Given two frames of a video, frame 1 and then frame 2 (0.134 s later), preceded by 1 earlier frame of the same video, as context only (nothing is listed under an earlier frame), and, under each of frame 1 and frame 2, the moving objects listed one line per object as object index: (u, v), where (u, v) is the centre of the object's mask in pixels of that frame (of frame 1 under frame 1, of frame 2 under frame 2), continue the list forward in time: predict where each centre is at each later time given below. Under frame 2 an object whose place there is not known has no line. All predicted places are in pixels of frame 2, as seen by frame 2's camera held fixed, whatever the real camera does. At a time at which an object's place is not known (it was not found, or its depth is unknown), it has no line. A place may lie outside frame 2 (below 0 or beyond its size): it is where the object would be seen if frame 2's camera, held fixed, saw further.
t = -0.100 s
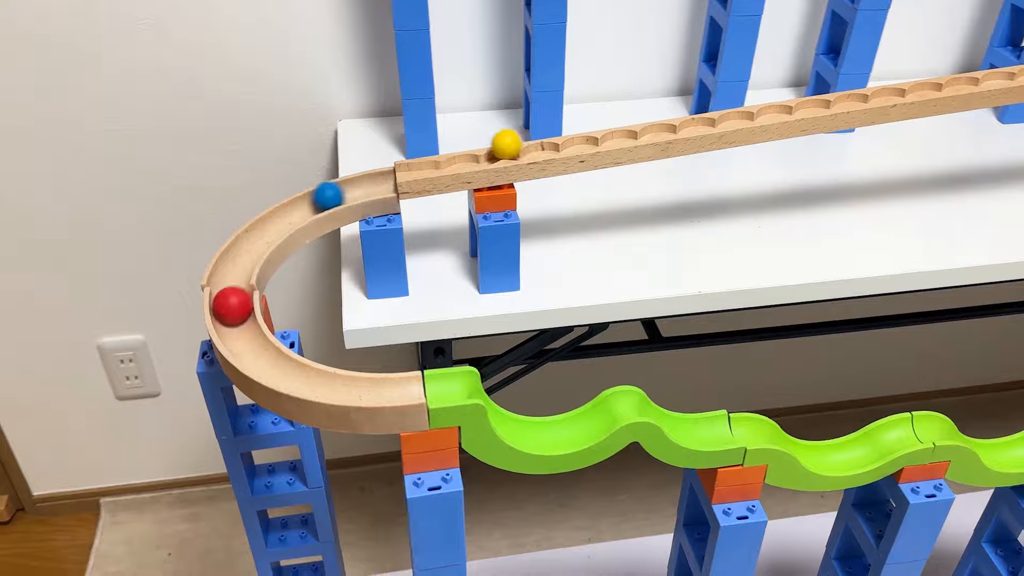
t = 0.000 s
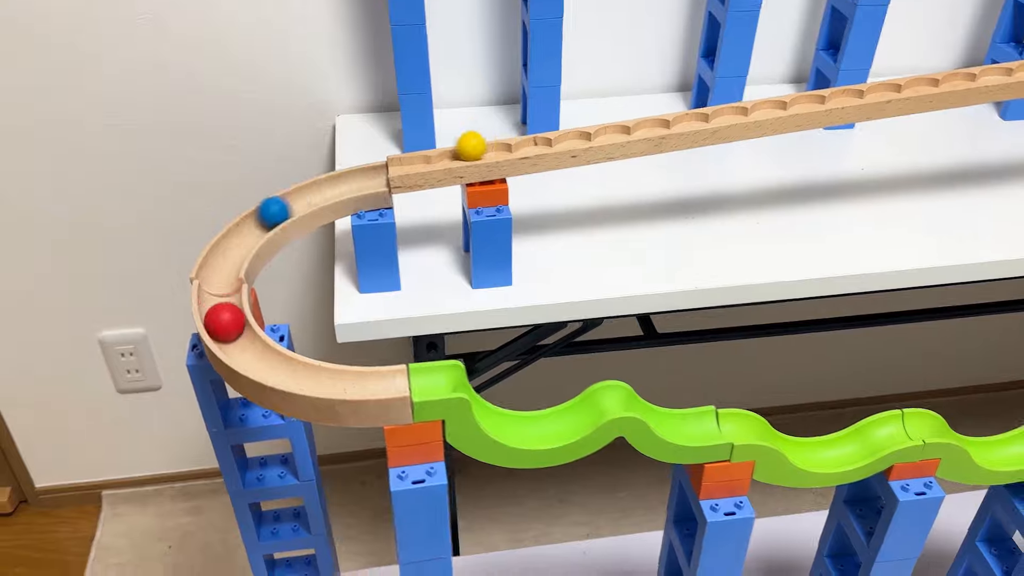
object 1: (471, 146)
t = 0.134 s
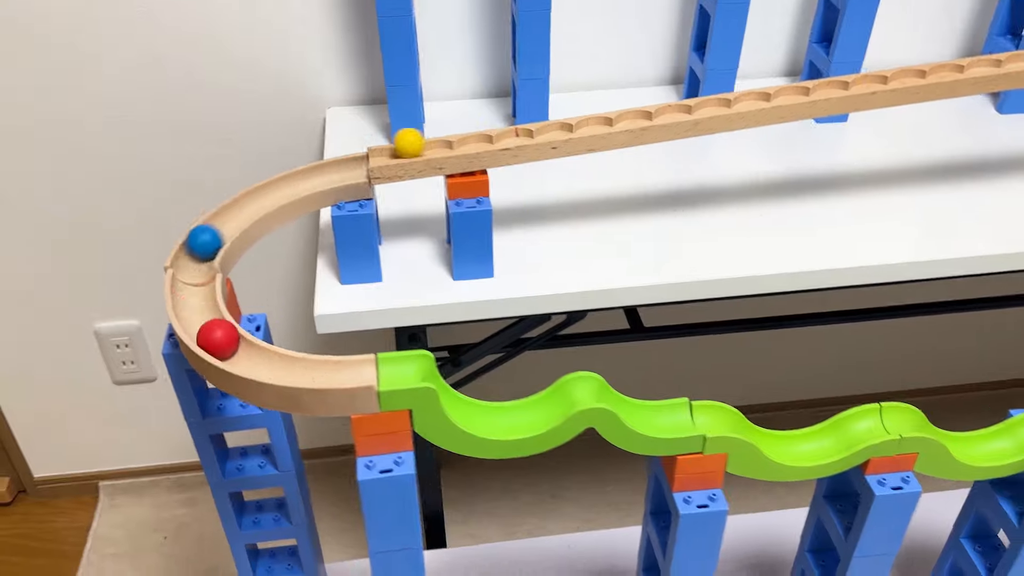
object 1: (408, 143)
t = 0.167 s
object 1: (398, 144)
